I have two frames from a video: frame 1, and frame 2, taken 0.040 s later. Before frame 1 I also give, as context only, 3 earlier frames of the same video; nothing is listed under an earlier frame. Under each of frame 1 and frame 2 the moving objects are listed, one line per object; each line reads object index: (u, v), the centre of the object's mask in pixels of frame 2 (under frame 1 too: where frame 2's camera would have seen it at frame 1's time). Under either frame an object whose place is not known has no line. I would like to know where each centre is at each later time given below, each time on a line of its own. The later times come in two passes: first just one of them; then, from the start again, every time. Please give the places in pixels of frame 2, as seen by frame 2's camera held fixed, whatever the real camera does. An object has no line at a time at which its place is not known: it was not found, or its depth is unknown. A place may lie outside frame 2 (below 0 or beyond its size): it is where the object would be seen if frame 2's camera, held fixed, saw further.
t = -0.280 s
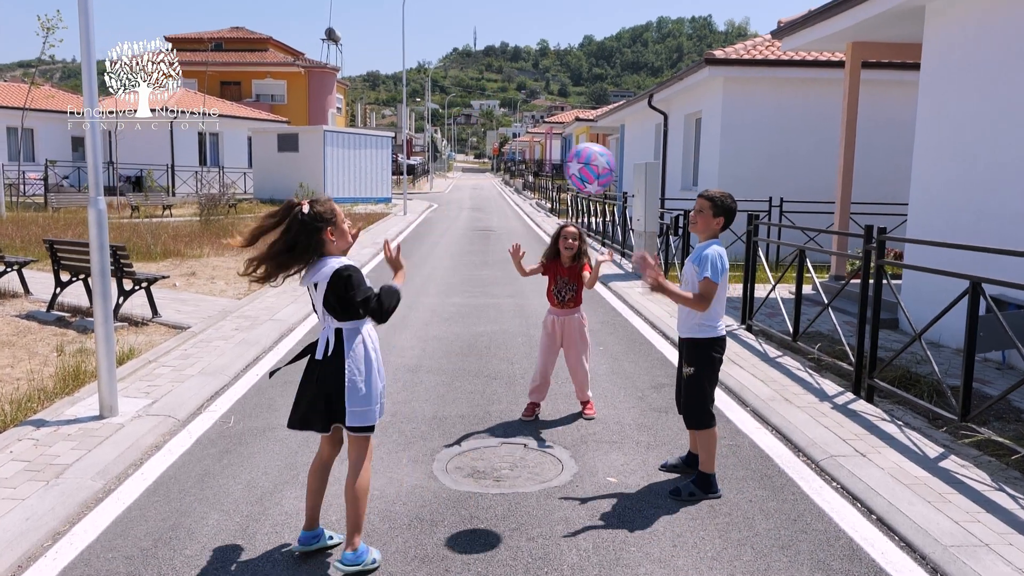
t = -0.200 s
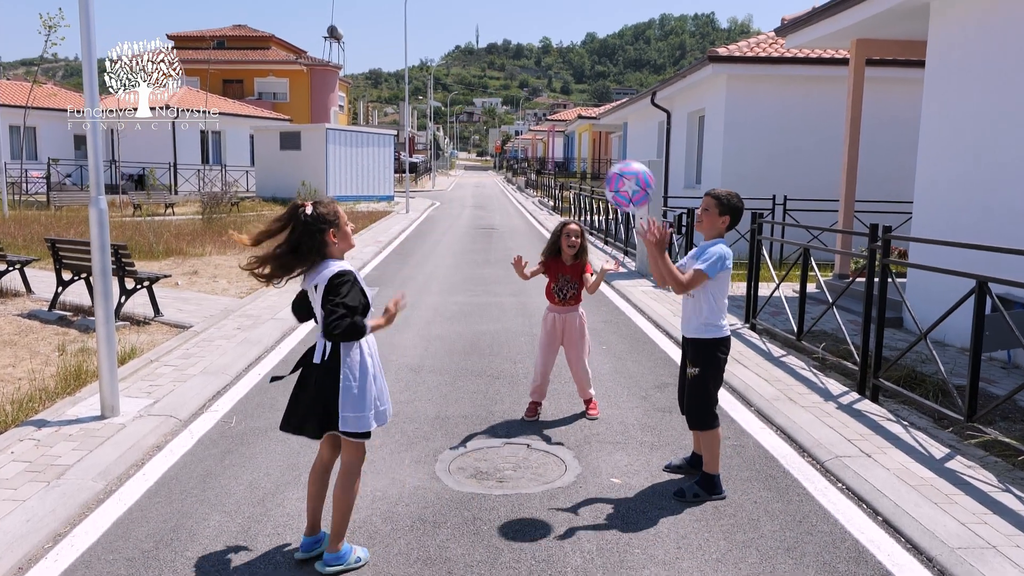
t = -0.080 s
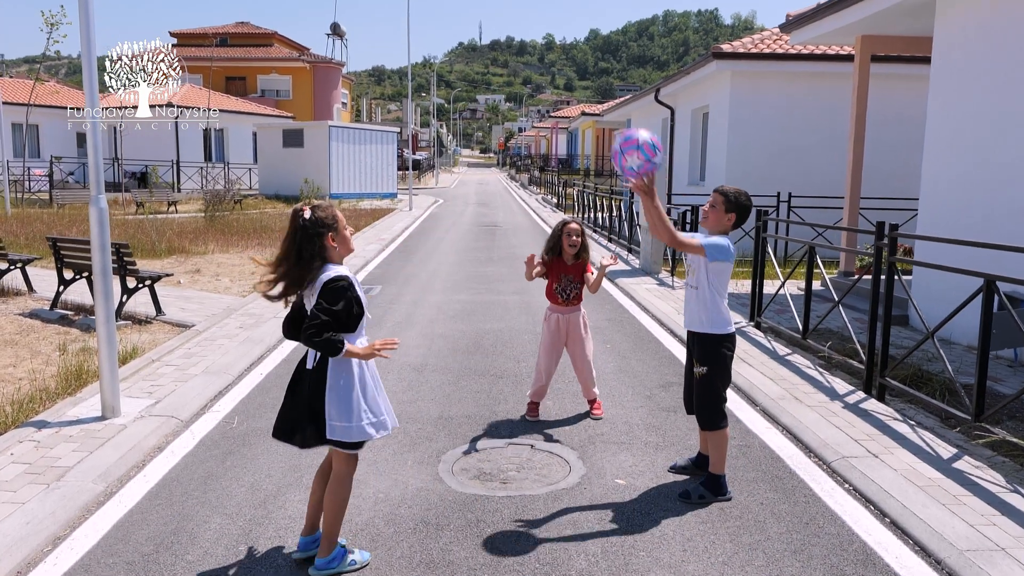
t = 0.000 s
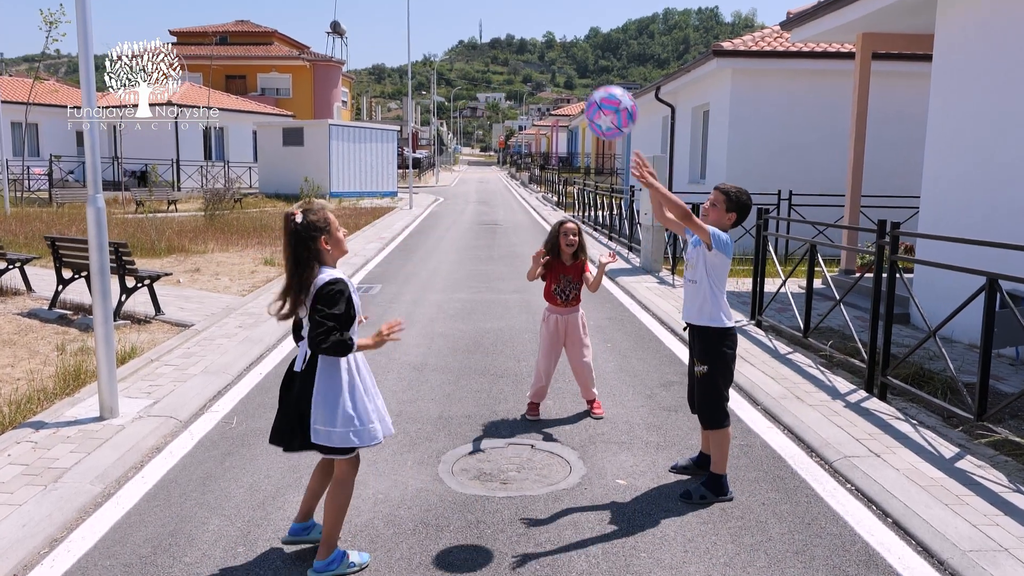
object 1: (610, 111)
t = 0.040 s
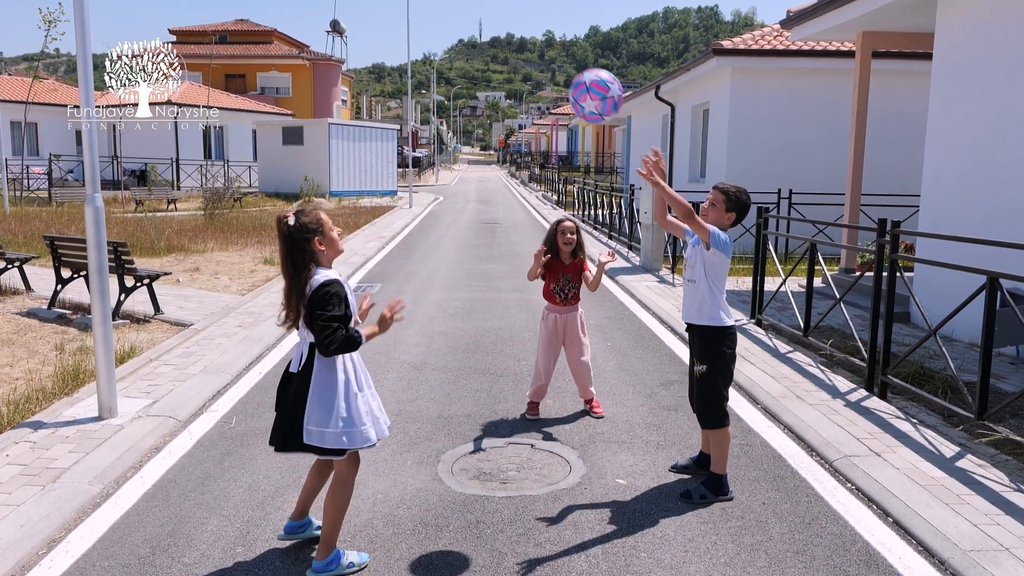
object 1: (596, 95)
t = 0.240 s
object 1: (516, 70)
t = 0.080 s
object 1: (581, 84)
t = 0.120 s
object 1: (566, 75)
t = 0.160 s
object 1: (550, 70)
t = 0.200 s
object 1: (534, 68)
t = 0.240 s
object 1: (516, 70)
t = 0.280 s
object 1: (498, 75)
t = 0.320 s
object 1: (481, 85)
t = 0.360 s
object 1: (462, 98)
